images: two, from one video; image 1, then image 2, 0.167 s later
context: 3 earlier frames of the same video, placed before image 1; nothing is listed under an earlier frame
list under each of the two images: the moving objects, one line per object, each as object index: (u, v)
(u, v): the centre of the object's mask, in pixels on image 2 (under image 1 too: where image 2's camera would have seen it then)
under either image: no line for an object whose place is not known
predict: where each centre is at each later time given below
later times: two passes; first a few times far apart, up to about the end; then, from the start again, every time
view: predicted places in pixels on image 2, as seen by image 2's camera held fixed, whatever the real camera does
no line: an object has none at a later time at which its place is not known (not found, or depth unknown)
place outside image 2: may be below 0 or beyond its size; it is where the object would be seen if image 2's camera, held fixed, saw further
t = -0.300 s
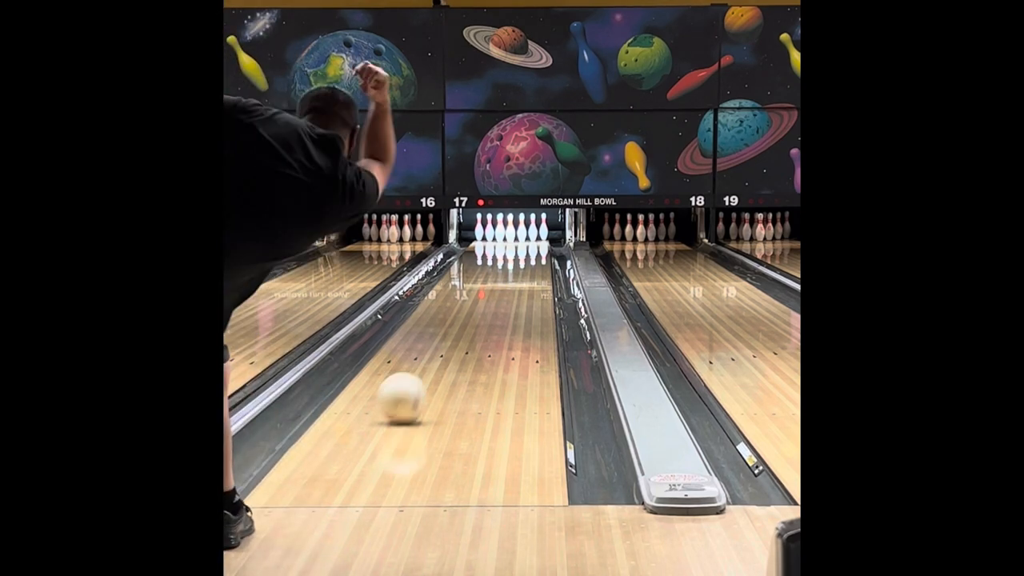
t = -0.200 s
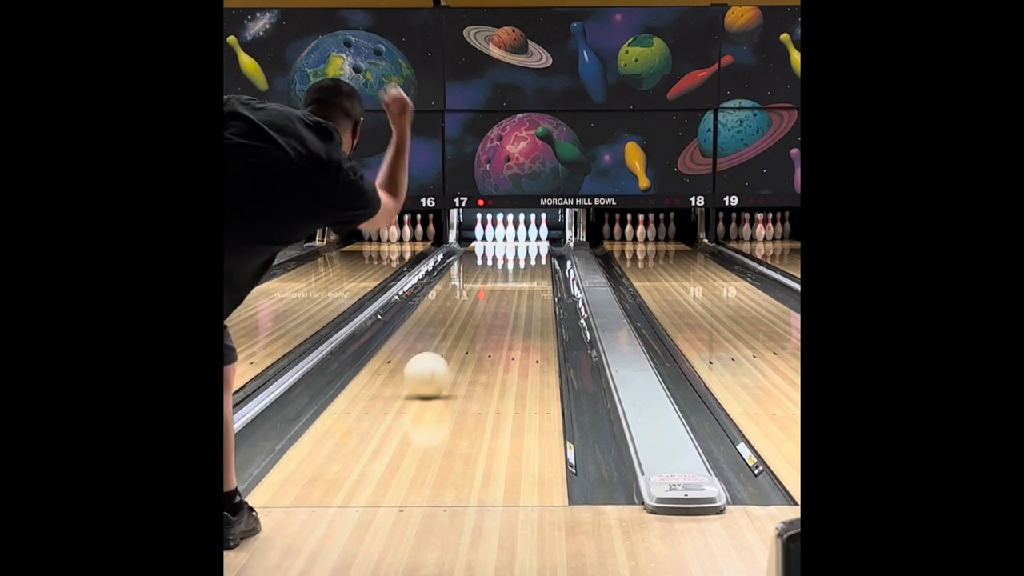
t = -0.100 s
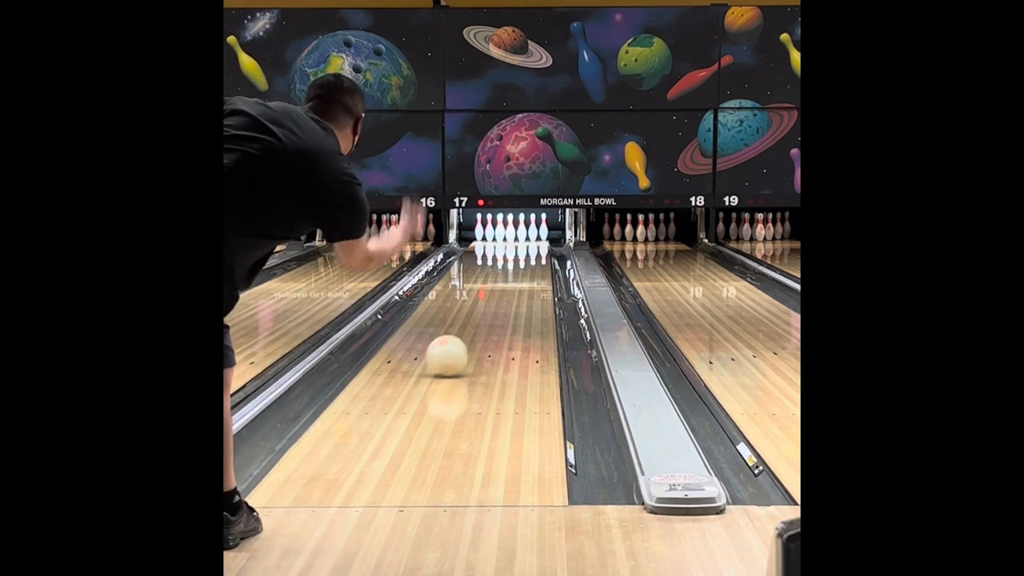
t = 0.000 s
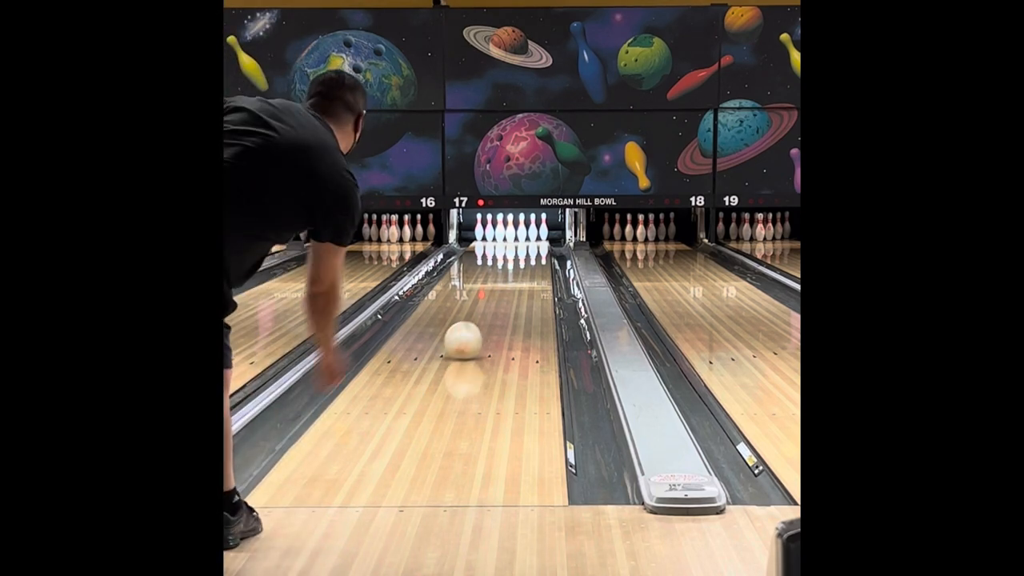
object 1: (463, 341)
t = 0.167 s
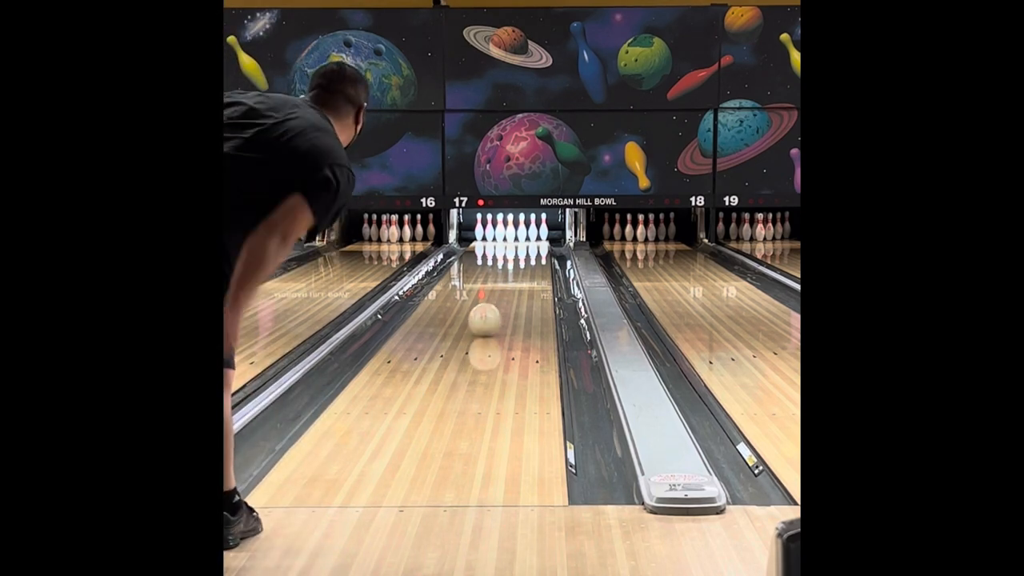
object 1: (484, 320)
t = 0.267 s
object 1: (495, 310)
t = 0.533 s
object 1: (515, 286)
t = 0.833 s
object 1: (528, 269)
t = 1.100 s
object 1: (533, 256)
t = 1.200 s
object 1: (533, 252)
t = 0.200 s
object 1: (488, 316)
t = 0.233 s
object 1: (492, 314)
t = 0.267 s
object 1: (495, 310)
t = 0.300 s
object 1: (497, 307)
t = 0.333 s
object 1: (499, 304)
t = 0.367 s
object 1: (503, 302)
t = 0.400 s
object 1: (506, 299)
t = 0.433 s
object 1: (508, 295)
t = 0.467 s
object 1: (510, 292)
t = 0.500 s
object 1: (513, 289)
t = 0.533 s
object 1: (515, 286)
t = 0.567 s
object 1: (517, 284)
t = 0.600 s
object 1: (519, 282)
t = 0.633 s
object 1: (521, 280)
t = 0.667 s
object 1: (522, 277)
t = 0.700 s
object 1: (524, 276)
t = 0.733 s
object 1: (525, 274)
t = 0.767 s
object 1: (526, 272)
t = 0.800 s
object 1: (527, 270)
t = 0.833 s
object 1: (528, 269)
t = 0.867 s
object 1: (529, 267)
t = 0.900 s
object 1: (530, 265)
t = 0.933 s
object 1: (531, 264)
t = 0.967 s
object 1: (532, 262)
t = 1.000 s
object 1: (532, 260)
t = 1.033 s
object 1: (533, 259)
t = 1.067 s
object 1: (533, 258)
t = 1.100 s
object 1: (533, 256)
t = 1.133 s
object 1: (533, 255)
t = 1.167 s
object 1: (533, 253)
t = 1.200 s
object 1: (533, 252)
